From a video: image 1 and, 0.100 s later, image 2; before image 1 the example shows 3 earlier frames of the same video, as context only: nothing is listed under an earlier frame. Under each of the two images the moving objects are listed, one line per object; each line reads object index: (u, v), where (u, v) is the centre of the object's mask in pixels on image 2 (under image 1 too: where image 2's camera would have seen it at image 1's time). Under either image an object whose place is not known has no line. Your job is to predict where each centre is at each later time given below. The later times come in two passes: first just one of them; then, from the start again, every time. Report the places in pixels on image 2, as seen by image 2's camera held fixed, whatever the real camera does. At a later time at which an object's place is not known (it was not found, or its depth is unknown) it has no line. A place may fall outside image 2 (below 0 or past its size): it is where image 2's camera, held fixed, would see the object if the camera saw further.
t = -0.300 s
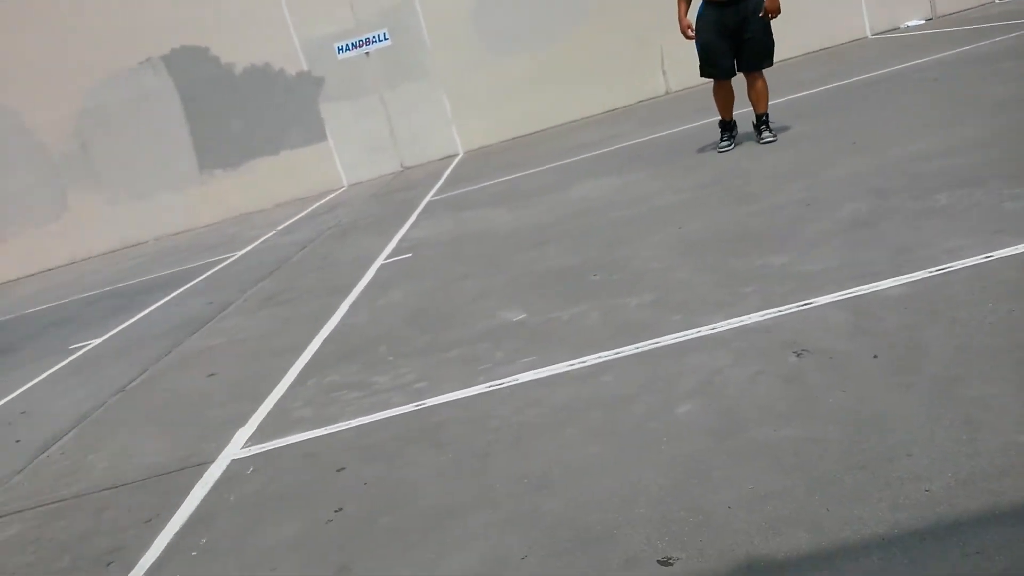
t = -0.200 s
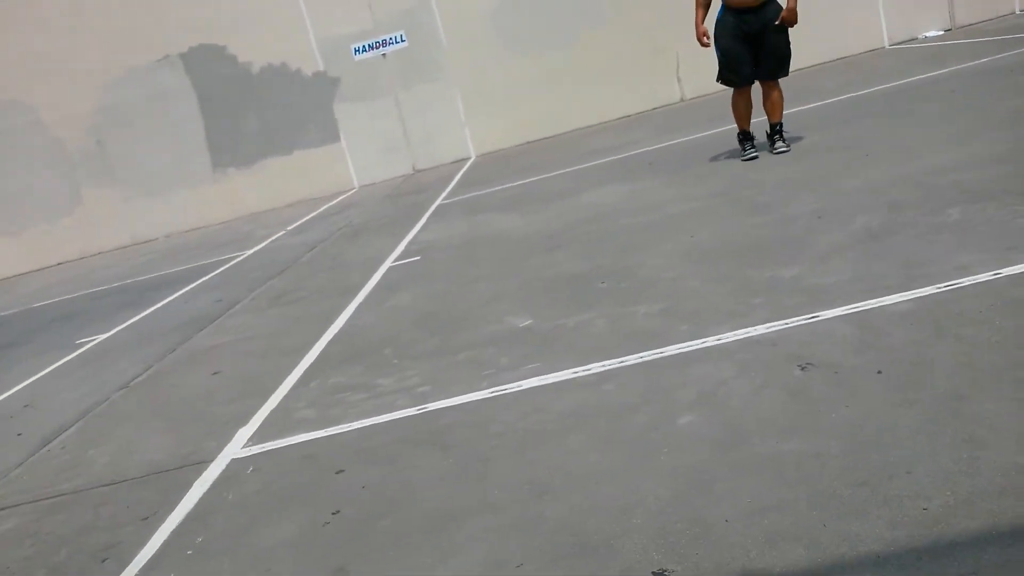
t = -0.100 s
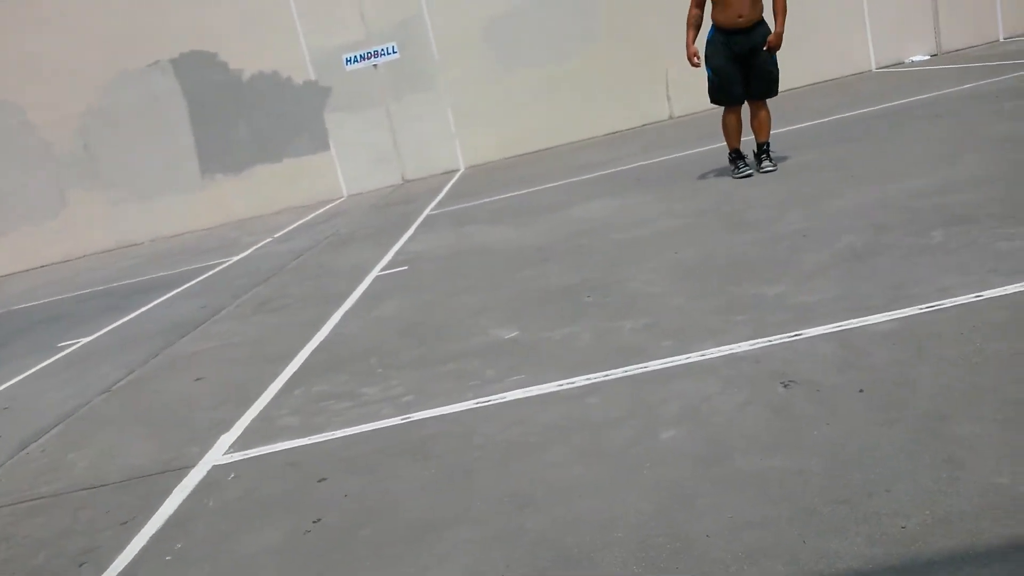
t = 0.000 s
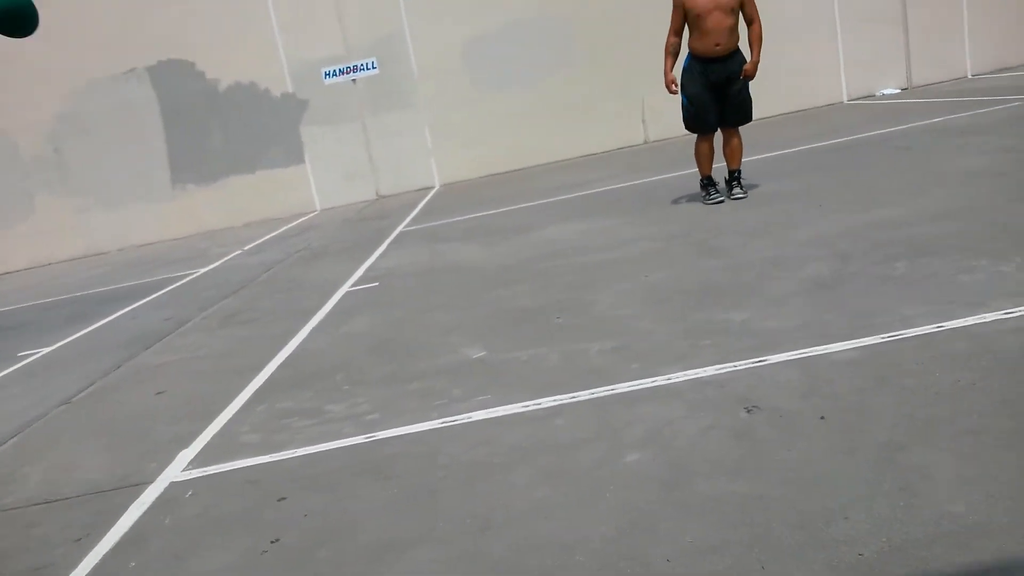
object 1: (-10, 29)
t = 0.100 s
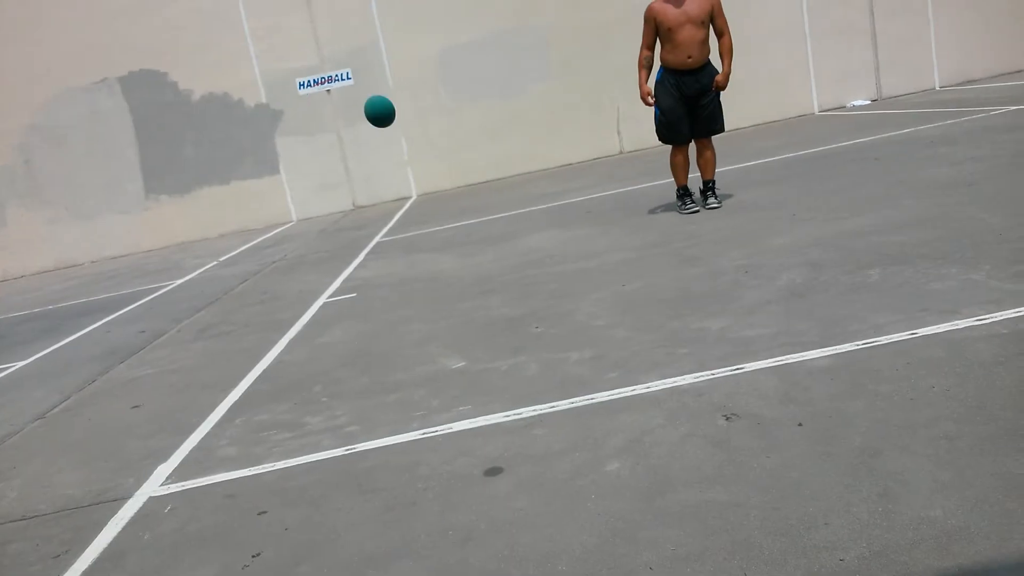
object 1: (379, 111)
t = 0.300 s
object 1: (631, 245)
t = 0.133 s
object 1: (447, 137)
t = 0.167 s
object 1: (498, 160)
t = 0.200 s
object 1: (541, 182)
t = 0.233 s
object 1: (576, 204)
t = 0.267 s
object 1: (605, 225)
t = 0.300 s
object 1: (631, 245)
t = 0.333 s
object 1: (653, 266)
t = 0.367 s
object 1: (672, 287)
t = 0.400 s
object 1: (680, 274)
